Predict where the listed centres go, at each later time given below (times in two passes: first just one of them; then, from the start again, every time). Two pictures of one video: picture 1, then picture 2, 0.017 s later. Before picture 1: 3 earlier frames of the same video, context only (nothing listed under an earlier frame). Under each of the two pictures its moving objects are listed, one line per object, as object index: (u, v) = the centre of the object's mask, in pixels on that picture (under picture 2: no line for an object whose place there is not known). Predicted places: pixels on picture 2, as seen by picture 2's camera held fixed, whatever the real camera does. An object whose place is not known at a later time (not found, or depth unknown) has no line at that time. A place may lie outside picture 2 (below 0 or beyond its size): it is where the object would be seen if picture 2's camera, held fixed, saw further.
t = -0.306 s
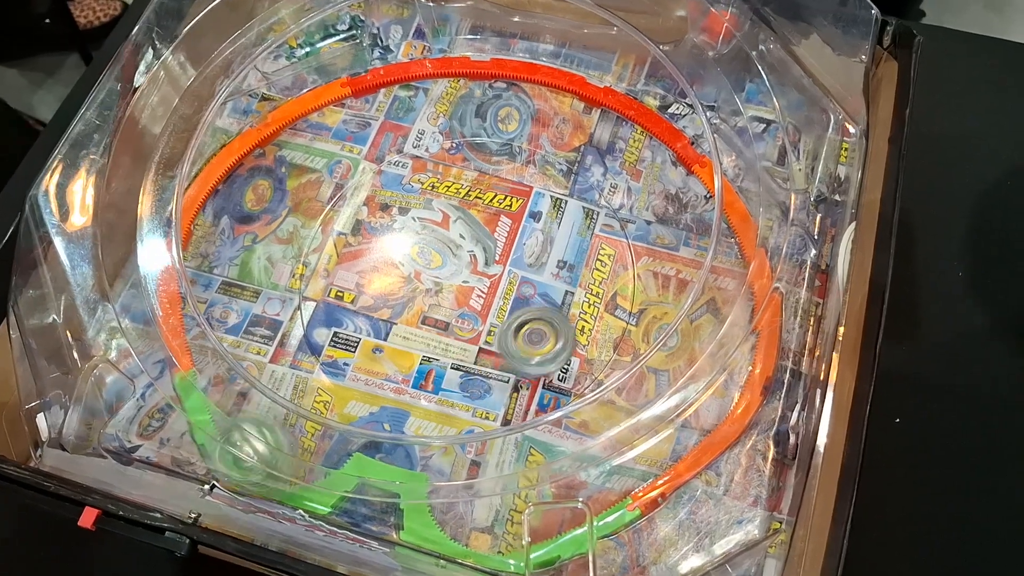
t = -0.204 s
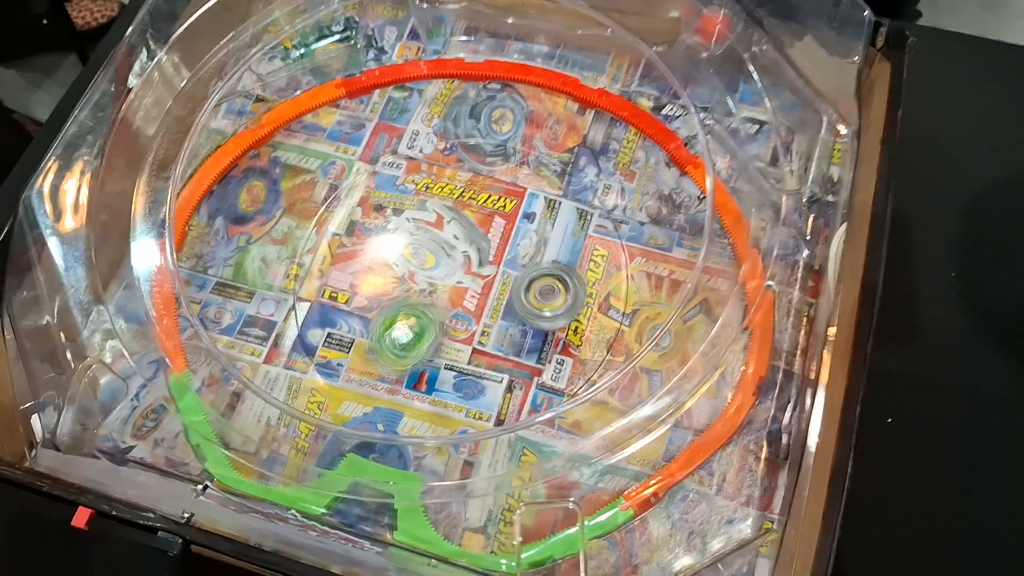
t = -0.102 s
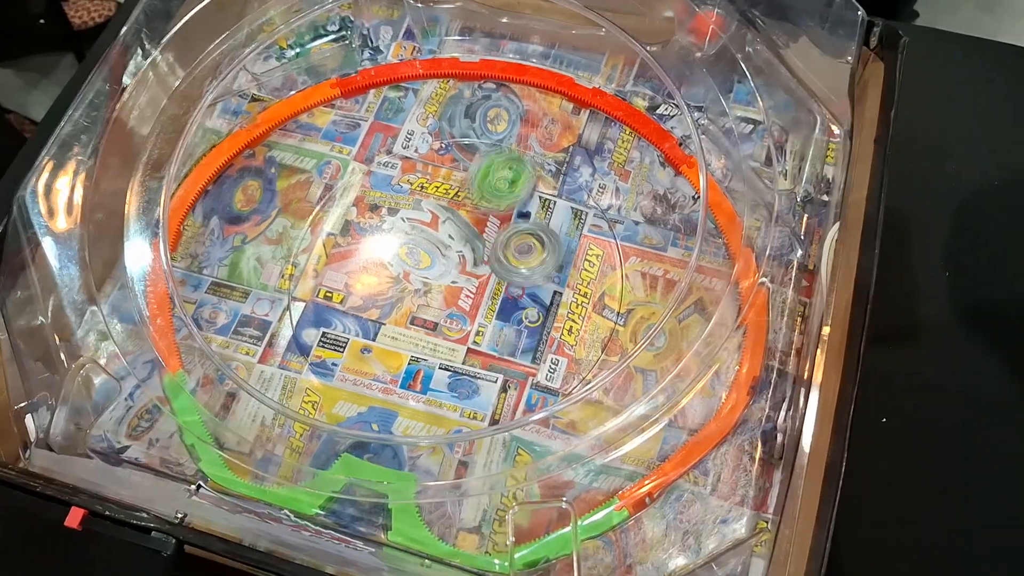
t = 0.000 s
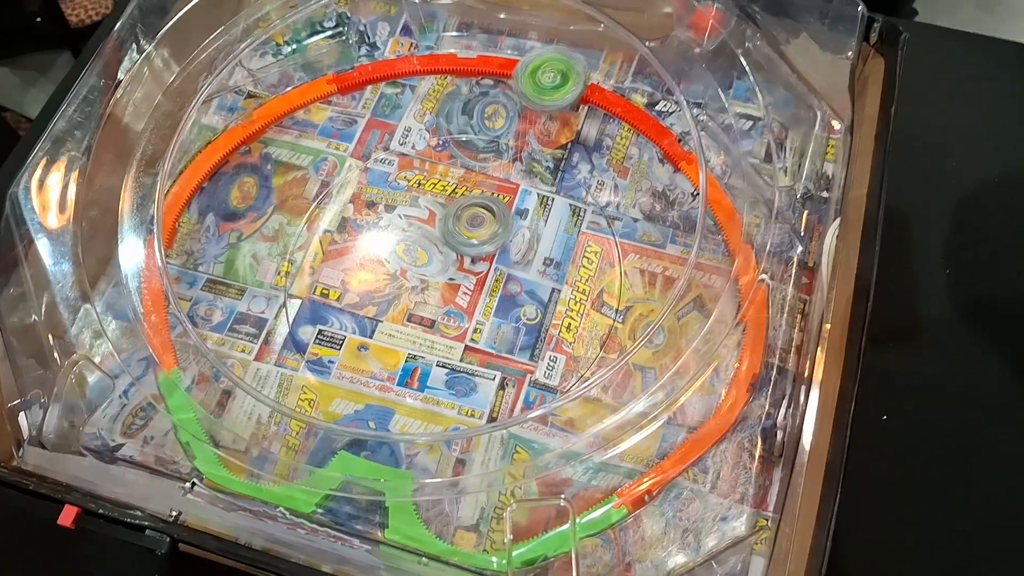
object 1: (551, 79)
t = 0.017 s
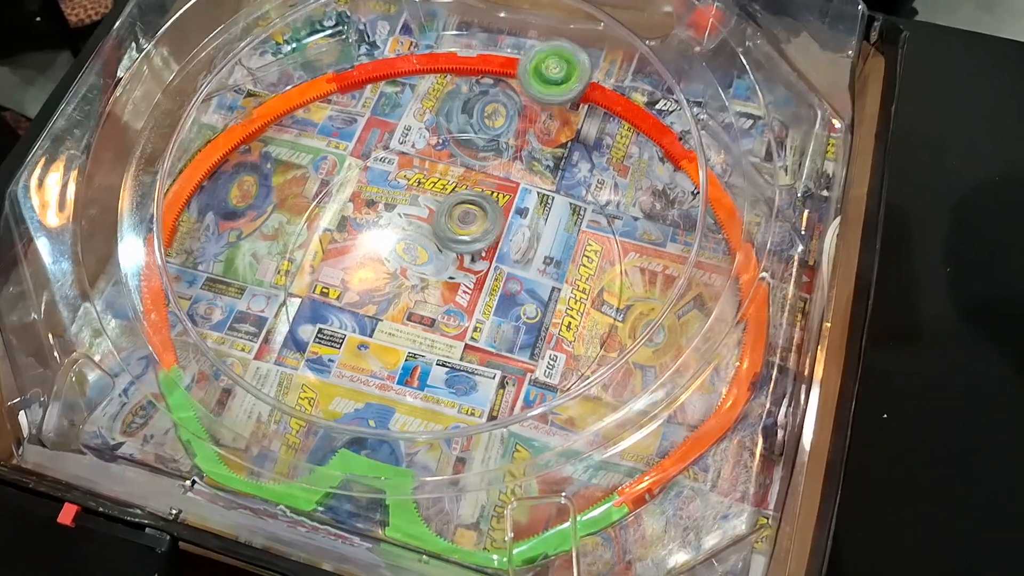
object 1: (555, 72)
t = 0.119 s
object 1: (340, 123)
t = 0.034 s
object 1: (527, 74)
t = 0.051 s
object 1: (486, 84)
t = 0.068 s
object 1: (453, 92)
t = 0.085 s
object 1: (415, 105)
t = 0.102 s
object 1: (374, 113)
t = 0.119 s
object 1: (340, 123)
